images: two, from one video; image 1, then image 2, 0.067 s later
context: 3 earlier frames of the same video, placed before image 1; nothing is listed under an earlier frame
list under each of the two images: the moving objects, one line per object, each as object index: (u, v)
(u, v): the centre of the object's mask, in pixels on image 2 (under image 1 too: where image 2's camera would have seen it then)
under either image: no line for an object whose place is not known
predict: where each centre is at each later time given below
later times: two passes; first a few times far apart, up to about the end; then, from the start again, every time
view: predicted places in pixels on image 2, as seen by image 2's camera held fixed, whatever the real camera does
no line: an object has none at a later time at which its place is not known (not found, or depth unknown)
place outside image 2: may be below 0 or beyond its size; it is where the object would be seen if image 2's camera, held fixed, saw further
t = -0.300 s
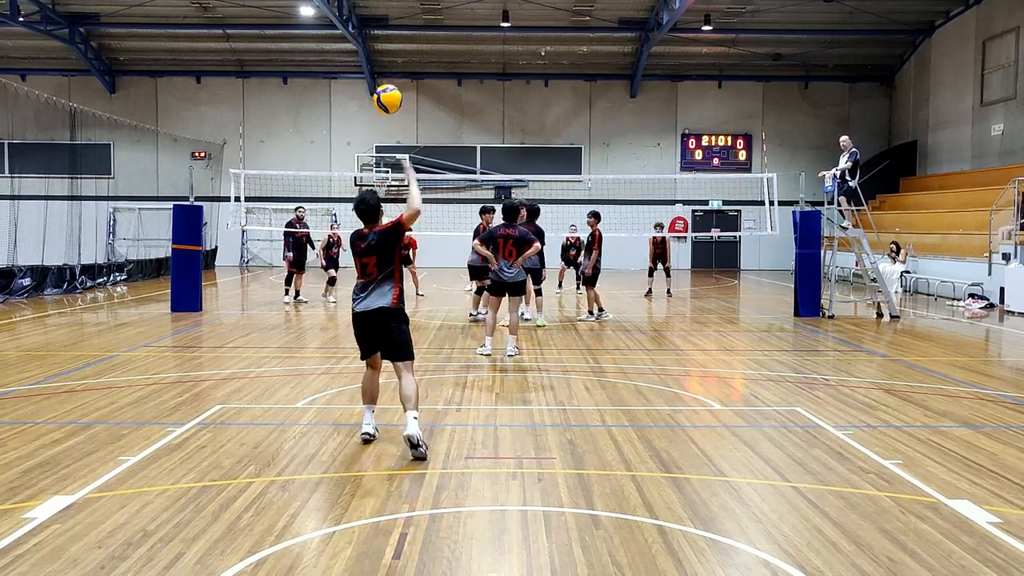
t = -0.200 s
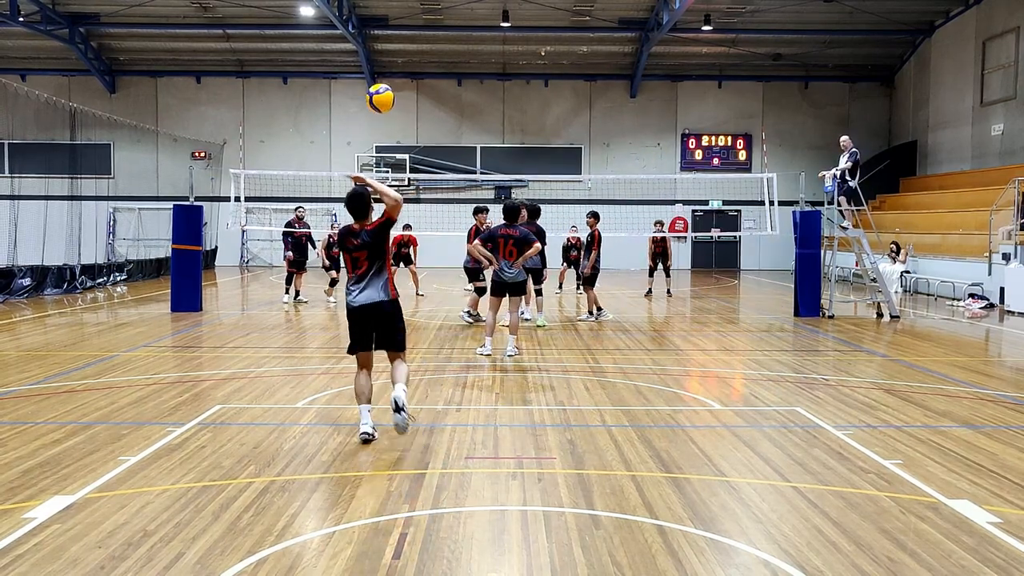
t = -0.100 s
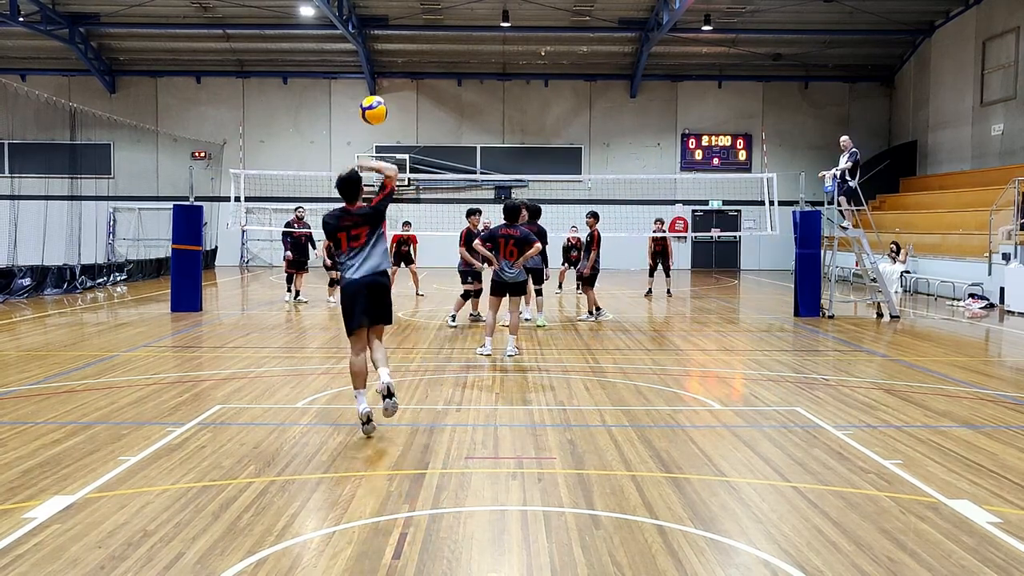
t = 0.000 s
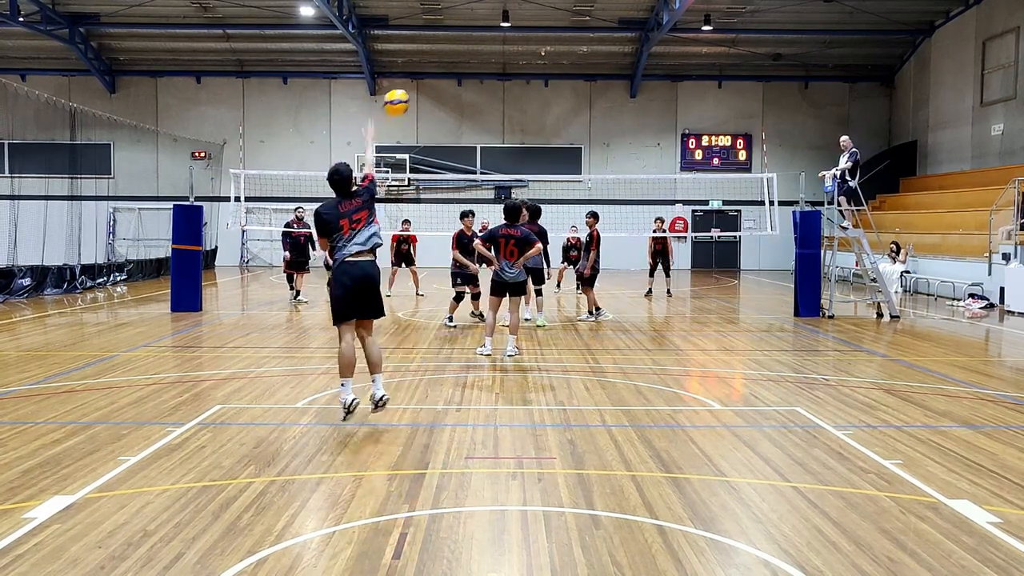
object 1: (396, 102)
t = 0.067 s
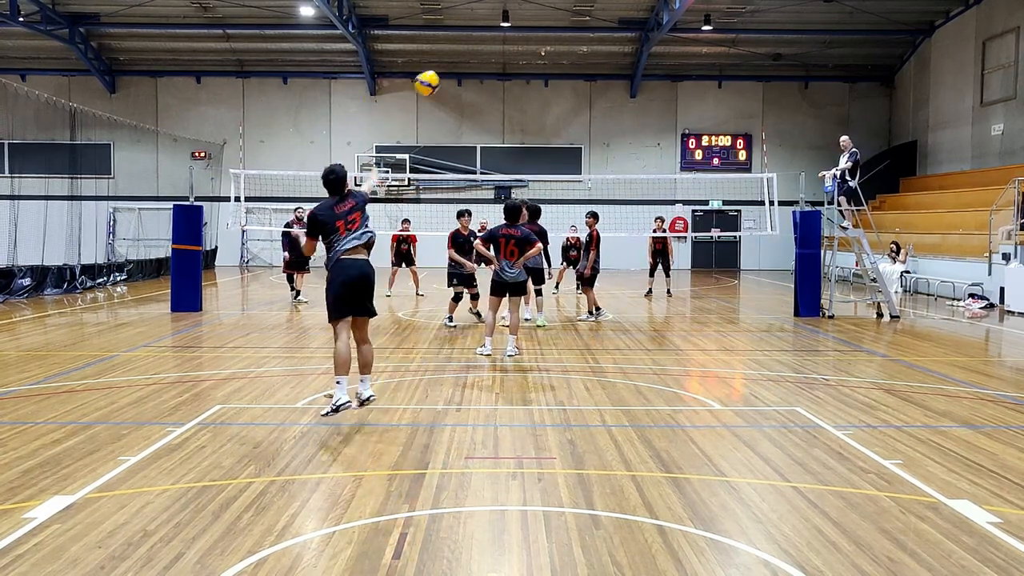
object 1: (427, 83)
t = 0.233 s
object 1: (481, 63)
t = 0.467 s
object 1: (529, 80)
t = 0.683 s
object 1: (556, 116)
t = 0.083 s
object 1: (433, 79)
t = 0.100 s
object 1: (440, 76)
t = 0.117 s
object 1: (446, 73)
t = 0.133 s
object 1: (452, 71)
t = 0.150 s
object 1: (457, 68)
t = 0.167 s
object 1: (463, 67)
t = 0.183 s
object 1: (468, 65)
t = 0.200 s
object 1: (472, 64)
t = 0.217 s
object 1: (477, 64)
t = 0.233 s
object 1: (481, 63)
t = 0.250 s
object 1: (485, 62)
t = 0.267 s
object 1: (490, 63)
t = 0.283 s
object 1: (494, 64)
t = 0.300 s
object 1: (498, 64)
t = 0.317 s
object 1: (501, 64)
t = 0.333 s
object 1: (505, 66)
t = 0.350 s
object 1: (508, 67)
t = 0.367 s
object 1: (511, 68)
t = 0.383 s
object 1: (515, 70)
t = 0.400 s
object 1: (518, 72)
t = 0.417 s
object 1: (521, 74)
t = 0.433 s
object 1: (524, 76)
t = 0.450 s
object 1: (527, 78)
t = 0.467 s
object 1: (529, 80)
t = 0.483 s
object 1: (532, 83)
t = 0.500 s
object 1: (535, 85)
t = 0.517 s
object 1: (537, 87)
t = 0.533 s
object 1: (539, 90)
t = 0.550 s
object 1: (541, 93)
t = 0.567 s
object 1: (544, 96)
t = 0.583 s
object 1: (546, 99)
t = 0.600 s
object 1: (547, 101)
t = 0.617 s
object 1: (549, 104)
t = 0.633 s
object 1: (551, 107)
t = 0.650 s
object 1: (553, 110)
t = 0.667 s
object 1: (554, 113)
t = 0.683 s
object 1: (556, 116)
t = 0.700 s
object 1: (558, 119)
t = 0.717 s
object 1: (559, 123)
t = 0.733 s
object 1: (561, 126)
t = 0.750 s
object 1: (562, 129)
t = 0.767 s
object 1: (563, 133)
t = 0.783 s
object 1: (565, 135)
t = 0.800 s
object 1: (567, 139)
